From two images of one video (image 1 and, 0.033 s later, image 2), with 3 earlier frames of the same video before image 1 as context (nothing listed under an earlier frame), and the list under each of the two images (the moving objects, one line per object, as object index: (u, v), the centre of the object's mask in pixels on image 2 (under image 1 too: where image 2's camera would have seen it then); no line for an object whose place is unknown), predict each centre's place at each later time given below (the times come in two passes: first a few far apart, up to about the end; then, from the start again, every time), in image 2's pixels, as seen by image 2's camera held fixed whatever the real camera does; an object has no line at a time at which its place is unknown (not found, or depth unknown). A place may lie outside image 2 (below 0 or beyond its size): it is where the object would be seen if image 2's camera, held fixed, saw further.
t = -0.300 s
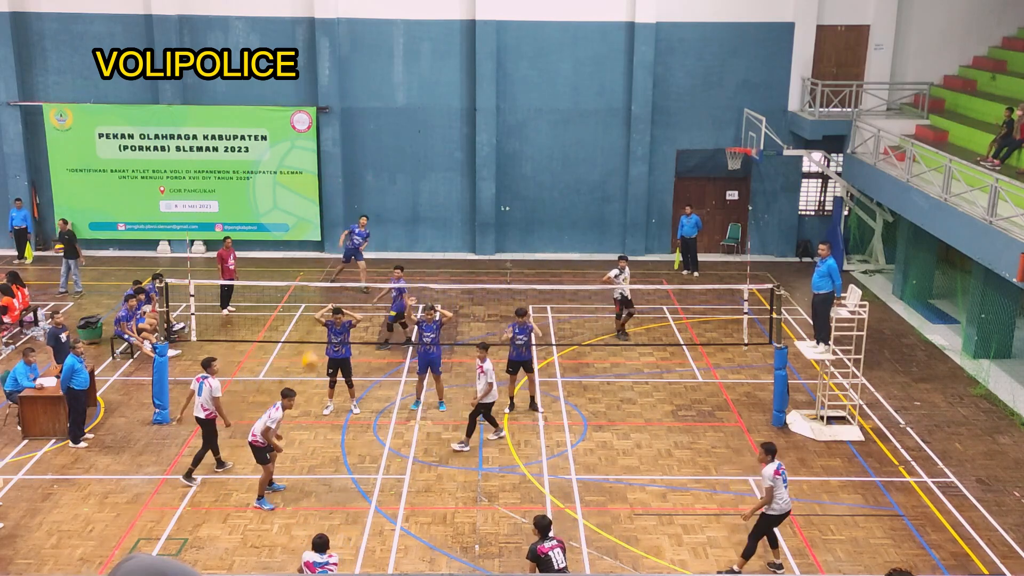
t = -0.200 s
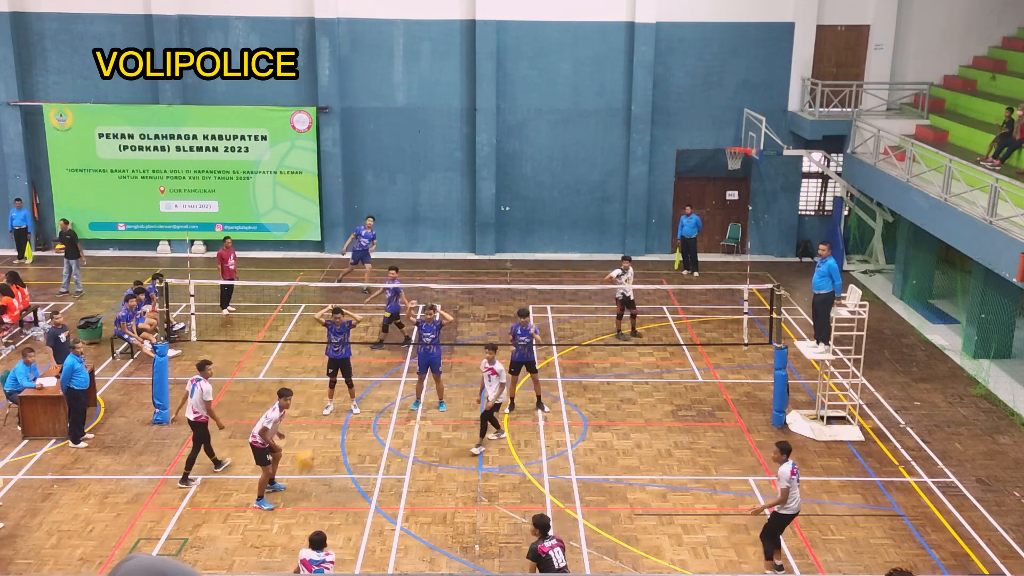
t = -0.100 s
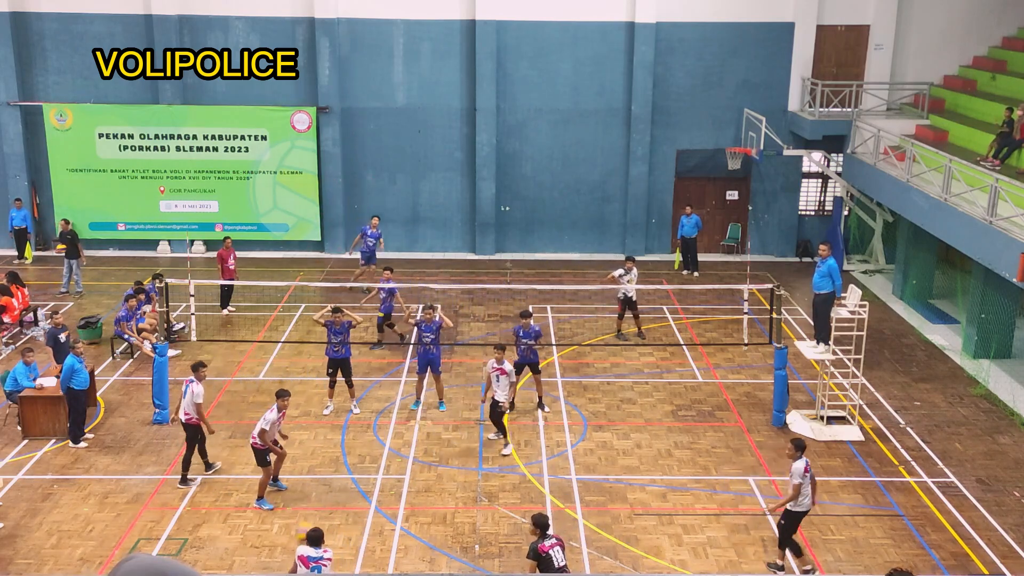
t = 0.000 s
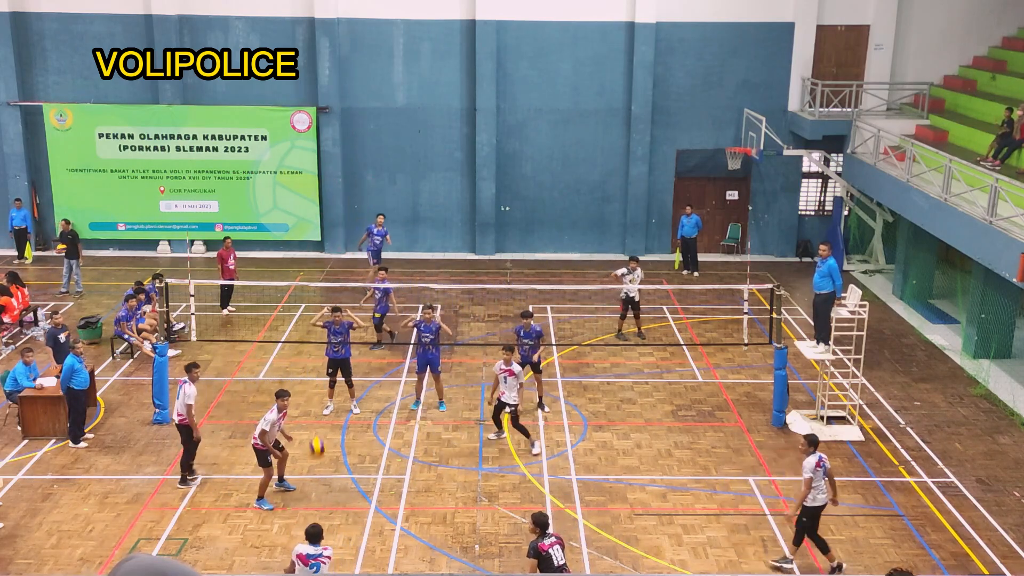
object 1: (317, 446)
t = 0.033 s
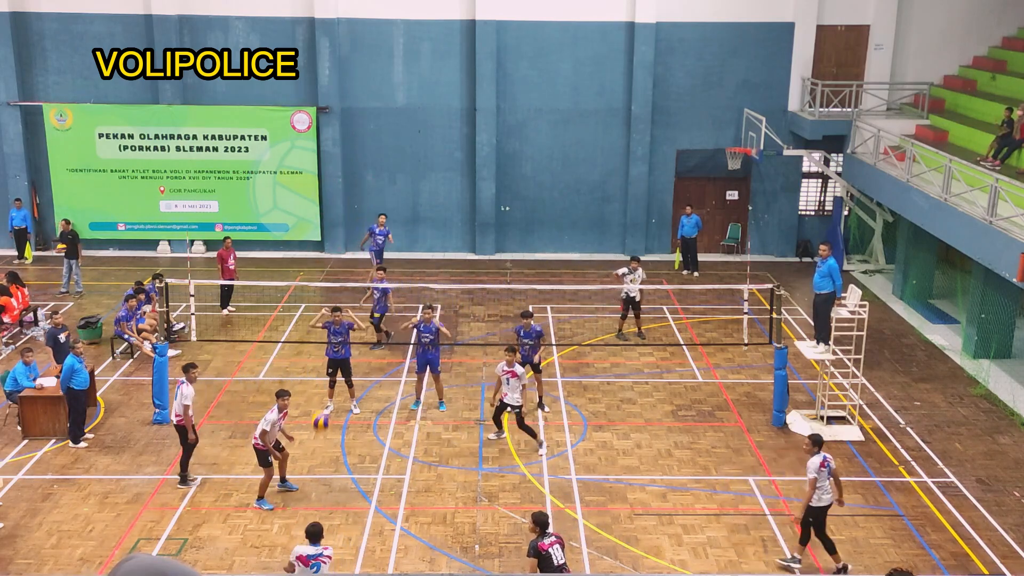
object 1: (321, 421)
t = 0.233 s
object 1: (344, 290)
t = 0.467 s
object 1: (369, 190)
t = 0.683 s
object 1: (390, 141)
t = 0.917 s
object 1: (411, 130)
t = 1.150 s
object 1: (431, 155)
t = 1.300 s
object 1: (442, 187)
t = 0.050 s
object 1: (323, 410)
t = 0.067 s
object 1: (325, 396)
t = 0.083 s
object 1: (328, 384)
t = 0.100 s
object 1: (329, 372)
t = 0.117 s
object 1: (331, 361)
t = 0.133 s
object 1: (334, 349)
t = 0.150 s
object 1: (335, 339)
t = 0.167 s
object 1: (336, 329)
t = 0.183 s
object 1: (338, 319)
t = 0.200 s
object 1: (340, 309)
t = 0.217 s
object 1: (342, 299)
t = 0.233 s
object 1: (344, 290)
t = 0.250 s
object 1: (345, 281)
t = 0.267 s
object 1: (348, 272)
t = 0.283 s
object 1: (349, 265)
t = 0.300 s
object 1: (351, 256)
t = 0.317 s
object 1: (353, 248)
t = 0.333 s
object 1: (355, 241)
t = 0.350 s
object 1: (356, 234)
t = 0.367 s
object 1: (358, 227)
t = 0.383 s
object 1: (360, 220)
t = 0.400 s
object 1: (362, 213)
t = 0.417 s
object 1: (363, 207)
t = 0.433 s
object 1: (365, 202)
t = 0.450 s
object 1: (367, 195)
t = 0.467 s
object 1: (369, 190)
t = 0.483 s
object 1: (371, 185)
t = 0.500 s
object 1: (372, 179)
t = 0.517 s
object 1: (374, 175)
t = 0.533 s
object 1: (375, 171)
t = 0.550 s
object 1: (377, 166)
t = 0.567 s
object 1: (379, 162)
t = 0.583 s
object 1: (380, 158)
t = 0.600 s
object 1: (382, 155)
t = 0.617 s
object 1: (384, 152)
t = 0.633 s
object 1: (385, 149)
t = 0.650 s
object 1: (387, 146)
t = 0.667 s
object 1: (389, 143)
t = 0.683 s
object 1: (390, 141)
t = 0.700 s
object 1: (392, 139)
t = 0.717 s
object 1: (393, 137)
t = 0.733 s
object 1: (395, 135)
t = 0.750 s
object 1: (396, 133)
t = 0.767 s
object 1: (398, 132)
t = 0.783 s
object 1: (399, 131)
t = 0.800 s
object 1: (401, 130)
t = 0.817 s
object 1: (403, 129)
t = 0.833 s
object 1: (404, 129)
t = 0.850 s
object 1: (406, 129)
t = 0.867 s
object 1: (408, 129)
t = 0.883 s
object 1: (409, 129)
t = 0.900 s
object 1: (410, 129)
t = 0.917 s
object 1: (411, 130)
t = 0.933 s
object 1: (413, 130)
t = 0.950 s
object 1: (415, 131)
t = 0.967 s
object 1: (416, 132)
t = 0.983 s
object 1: (417, 133)
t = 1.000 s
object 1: (419, 134)
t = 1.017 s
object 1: (420, 136)
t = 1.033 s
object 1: (422, 138)
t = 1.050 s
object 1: (423, 140)
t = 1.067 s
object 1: (425, 142)
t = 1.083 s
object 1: (426, 144)
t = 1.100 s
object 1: (427, 147)
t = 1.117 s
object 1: (428, 149)
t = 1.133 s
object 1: (430, 152)
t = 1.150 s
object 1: (431, 155)
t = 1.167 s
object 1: (433, 158)
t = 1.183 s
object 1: (434, 161)
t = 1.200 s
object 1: (435, 165)
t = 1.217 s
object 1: (436, 168)
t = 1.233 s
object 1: (437, 171)
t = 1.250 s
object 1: (439, 175)
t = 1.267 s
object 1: (440, 179)
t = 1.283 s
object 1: (441, 183)
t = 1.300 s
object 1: (442, 187)
